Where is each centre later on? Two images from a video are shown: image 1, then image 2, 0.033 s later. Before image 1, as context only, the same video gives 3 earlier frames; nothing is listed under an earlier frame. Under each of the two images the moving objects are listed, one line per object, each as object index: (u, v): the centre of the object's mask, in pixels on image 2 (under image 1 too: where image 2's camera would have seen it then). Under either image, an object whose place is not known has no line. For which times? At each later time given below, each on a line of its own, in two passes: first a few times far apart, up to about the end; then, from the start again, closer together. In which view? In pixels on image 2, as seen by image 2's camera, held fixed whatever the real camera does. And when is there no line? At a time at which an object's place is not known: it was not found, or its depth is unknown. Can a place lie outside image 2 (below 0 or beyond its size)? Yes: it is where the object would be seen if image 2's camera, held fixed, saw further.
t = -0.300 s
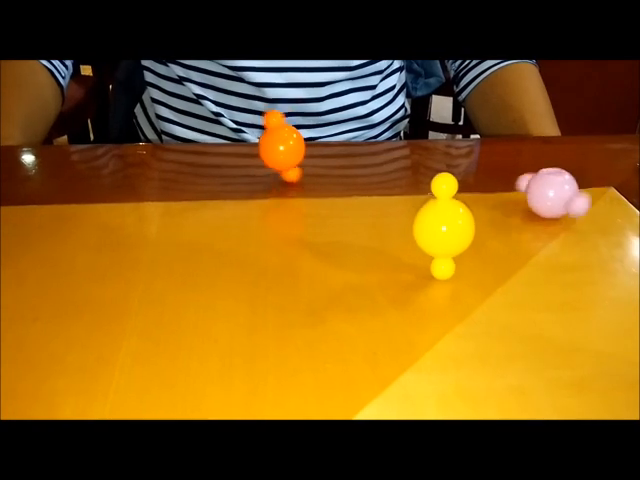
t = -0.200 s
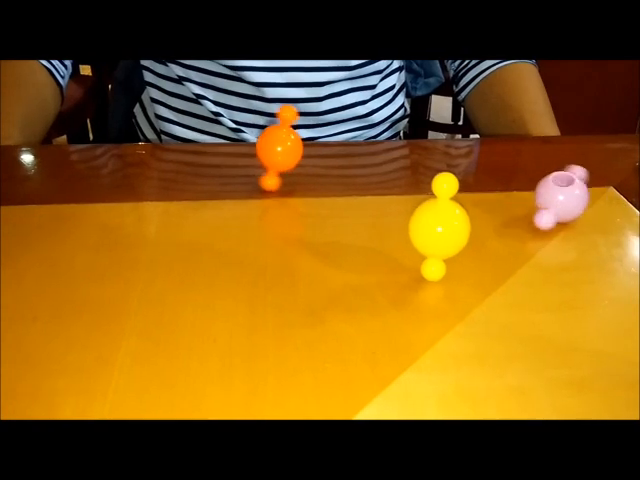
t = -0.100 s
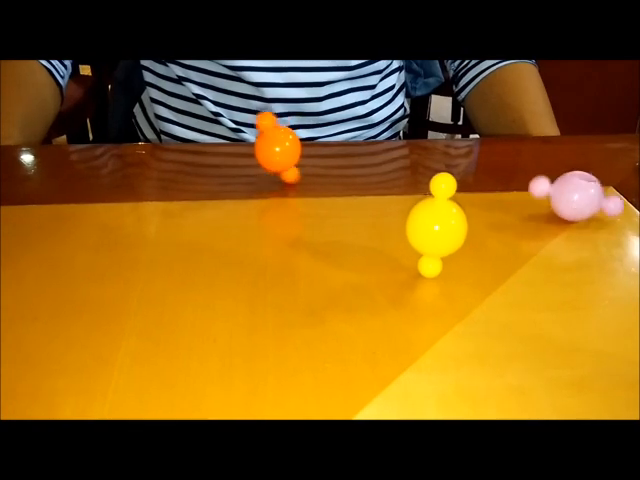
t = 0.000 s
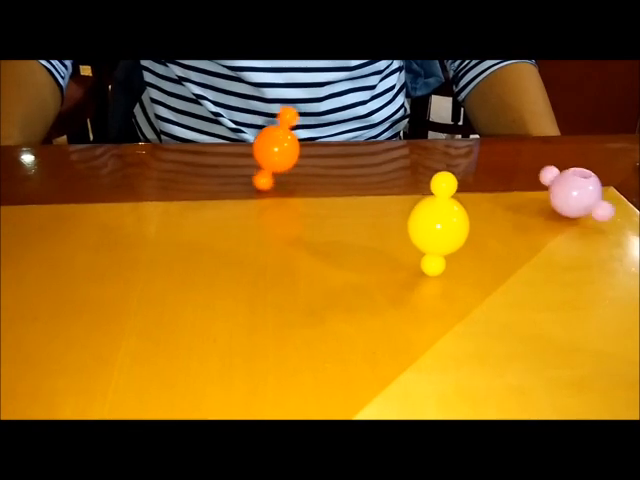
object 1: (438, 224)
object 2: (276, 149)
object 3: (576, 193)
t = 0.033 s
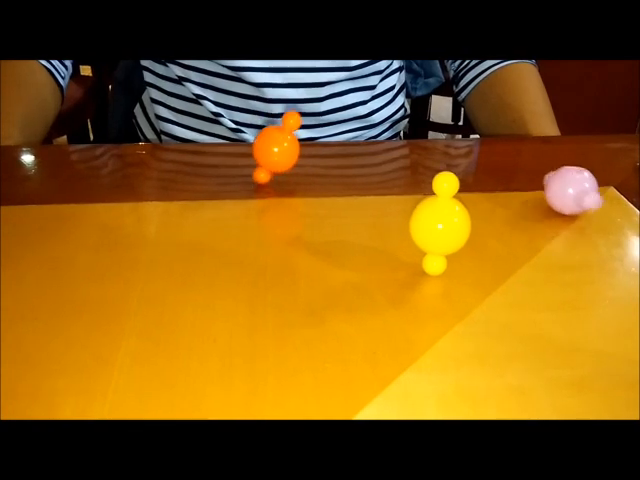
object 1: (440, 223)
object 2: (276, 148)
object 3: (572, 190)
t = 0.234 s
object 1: (447, 227)
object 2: (276, 148)
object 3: (553, 190)
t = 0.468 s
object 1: (443, 225)
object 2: (274, 148)
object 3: (571, 193)
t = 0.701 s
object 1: (451, 227)
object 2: (272, 150)
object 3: (570, 192)
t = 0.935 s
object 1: (447, 226)
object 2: (270, 151)
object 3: (570, 193)
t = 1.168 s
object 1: (454, 228)
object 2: (268, 152)
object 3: (570, 193)
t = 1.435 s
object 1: (452, 226)
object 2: (267, 152)
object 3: (570, 193)
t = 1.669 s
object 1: (459, 228)
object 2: (263, 155)
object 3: (570, 193)
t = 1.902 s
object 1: (456, 226)
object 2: (260, 157)
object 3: (570, 194)
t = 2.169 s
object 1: (465, 226)
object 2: (258, 158)
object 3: (571, 193)
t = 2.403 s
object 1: (459, 224)
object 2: (255, 158)
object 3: (571, 193)
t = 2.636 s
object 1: (469, 223)
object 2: (256, 157)
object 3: (571, 193)
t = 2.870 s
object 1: (467, 224)
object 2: (256, 158)
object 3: (571, 193)
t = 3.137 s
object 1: (477, 222)
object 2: (253, 158)
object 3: (571, 192)
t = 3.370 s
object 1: (479, 224)
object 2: (252, 159)
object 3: (571, 193)
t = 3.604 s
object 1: (476, 224)
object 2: (251, 161)
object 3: (571, 192)
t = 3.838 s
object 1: (483, 225)
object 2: (252, 161)
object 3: (571, 192)
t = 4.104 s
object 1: (485, 228)
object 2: (250, 162)
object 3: (571, 192)
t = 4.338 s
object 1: (488, 234)
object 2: (252, 161)
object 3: (571, 192)
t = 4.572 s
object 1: (494, 239)
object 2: (255, 161)
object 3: (572, 192)
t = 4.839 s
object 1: (493, 243)
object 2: (253, 161)
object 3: (571, 192)
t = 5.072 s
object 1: (494, 245)
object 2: (249, 164)
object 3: (571, 192)
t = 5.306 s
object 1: (495, 246)
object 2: (245, 164)
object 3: (571, 192)
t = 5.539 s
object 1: (496, 248)
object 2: (247, 162)
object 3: (572, 192)
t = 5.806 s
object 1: (496, 248)
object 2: (252, 167)
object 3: (571, 192)
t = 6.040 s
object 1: (499, 249)
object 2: (252, 171)
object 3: (571, 192)
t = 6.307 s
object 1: (501, 250)
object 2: (253, 175)
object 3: (571, 192)
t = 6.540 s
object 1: (502, 252)
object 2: (254, 171)
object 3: (571, 192)
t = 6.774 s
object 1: (508, 250)
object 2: (253, 167)
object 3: (572, 192)
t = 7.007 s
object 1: (515, 247)
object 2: (265, 164)
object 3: (573, 191)
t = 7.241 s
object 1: (525, 245)
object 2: (268, 166)
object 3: (573, 190)
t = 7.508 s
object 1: (525, 246)
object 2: (267, 166)
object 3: (573, 190)
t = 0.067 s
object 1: (442, 223)
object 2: (276, 148)
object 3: (568, 188)
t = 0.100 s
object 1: (443, 224)
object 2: (275, 148)
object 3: (565, 187)
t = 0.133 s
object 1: (445, 224)
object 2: (275, 149)
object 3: (560, 188)
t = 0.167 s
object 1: (446, 225)
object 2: (275, 149)
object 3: (555, 190)
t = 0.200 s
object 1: (447, 226)
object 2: (276, 148)
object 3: (553, 189)
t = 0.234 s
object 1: (447, 227)
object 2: (276, 148)
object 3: (553, 190)
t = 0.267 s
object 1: (446, 227)
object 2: (275, 148)
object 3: (554, 192)
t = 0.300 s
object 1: (445, 227)
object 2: (275, 149)
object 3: (558, 195)
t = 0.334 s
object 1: (444, 227)
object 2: (275, 150)
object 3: (562, 196)
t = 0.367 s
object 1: (443, 227)
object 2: (274, 150)
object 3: (566, 197)
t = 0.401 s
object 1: (443, 227)
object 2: (275, 149)
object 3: (569, 197)
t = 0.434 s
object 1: (442, 226)
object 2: (275, 148)
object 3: (571, 195)
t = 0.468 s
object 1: (443, 225)
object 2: (274, 148)
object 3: (571, 193)
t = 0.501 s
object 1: (443, 225)
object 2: (274, 149)
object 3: (570, 193)
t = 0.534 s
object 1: (445, 225)
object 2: (274, 150)
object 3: (568, 193)
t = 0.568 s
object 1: (447, 225)
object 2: (273, 150)
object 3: (569, 192)
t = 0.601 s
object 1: (448, 225)
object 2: (274, 149)
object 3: (569, 192)
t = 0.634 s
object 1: (450, 225)
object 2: (274, 148)
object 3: (569, 192)
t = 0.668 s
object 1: (451, 226)
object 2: (273, 149)
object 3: (569, 192)
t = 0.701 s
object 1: (451, 227)
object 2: (272, 150)
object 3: (570, 192)
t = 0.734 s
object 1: (451, 228)
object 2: (272, 151)
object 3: (570, 193)
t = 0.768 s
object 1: (450, 228)
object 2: (271, 151)
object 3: (570, 193)
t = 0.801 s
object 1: (449, 228)
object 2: (272, 150)
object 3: (570, 193)
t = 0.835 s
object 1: (448, 228)
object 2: (272, 149)
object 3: (570, 193)
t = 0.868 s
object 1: (447, 227)
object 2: (271, 150)
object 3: (570, 193)
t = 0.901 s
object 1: (447, 227)
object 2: (270, 150)
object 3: (570, 193)
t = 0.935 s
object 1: (447, 226)
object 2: (270, 151)
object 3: (570, 193)
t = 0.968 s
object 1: (448, 226)
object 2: (269, 151)
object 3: (570, 193)
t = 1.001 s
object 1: (449, 226)
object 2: (270, 150)
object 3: (570, 193)
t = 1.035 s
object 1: (451, 226)
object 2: (270, 150)
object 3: (570, 193)
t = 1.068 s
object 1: (452, 226)
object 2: (269, 151)
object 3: (570, 193)
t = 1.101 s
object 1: (454, 227)
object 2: (269, 151)
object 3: (570, 193)
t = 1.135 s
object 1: (454, 227)
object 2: (268, 153)
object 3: (570, 193)
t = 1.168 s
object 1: (454, 228)
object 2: (268, 152)
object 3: (570, 193)
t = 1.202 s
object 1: (454, 229)
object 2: (269, 151)
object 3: (570, 193)
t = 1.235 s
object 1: (453, 229)
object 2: (268, 151)
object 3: (570, 193)
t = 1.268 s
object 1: (452, 229)
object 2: (268, 152)
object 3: (570, 193)
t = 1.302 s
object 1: (451, 229)
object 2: (268, 153)
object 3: (570, 193)
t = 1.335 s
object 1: (450, 228)
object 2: (267, 154)
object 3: (570, 193)
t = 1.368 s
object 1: (450, 227)
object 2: (266, 153)
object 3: (570, 193)
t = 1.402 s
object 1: (451, 226)
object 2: (267, 152)
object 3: (570, 193)
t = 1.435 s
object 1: (452, 226)
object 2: (267, 152)
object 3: (570, 193)
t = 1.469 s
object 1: (454, 226)
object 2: (266, 153)
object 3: (570, 193)
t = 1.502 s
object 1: (455, 226)
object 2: (265, 154)
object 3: (570, 193)
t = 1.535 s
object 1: (457, 226)
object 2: (264, 156)
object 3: (570, 193)
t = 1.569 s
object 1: (458, 227)
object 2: (265, 154)
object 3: (570, 193)
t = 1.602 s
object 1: (459, 227)
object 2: (265, 154)
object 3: (570, 193)
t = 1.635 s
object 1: (459, 228)
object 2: (264, 154)
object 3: (570, 193)
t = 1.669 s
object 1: (459, 228)
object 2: (263, 155)
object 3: (570, 193)
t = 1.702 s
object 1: (458, 228)
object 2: (263, 156)
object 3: (570, 193)
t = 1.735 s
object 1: (457, 228)
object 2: (262, 157)
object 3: (570, 193)
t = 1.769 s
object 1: (456, 228)
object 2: (262, 156)
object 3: (570, 194)
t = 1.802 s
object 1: (455, 227)
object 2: (263, 155)
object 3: (570, 193)
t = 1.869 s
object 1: (455, 226)
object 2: (261, 156)
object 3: (570, 194)
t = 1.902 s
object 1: (456, 226)
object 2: (260, 157)
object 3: (570, 194)
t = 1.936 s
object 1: (457, 225)
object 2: (261, 159)
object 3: (571, 194)
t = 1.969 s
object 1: (459, 225)
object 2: (259, 159)
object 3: (571, 194)
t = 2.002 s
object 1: (461, 224)
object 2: (259, 157)
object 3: (571, 193)
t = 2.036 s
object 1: (463, 224)
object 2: (259, 156)
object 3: (571, 193)
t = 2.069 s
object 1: (464, 224)
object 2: (258, 156)
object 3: (571, 193)
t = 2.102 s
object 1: (465, 225)
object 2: (258, 156)
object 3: (571, 193)
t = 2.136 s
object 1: (465, 225)
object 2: (259, 157)
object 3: (571, 193)
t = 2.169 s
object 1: (465, 226)
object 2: (258, 158)
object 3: (571, 193)
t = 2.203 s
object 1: (465, 226)
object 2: (258, 157)
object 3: (571, 193)
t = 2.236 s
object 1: (464, 227)
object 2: (259, 156)
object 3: (571, 193)
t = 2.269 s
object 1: (462, 227)
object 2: (258, 158)
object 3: (571, 193)
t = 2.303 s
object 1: (461, 227)
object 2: (257, 159)
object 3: (571, 193)
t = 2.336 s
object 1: (459, 226)
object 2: (257, 160)
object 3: (570, 193)
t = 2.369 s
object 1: (459, 225)
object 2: (255, 160)
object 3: (571, 193)
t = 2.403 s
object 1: (459, 224)
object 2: (255, 158)
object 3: (571, 193)
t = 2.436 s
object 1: (461, 223)
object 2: (256, 157)
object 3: (571, 193)
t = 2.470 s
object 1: (462, 223)
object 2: (254, 157)
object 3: (571, 193)
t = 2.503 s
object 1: (464, 222)
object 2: (254, 156)
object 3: (571, 193)
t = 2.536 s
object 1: (466, 222)
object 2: (255, 156)
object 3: (571, 193)
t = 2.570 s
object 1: (468, 222)
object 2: (255, 158)
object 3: (571, 193)
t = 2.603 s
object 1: (469, 223)
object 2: (255, 156)
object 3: (571, 193)
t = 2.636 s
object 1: (469, 223)
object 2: (256, 157)
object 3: (571, 193)
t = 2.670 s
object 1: (470, 223)
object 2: (256, 158)
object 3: (571, 193)
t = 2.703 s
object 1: (470, 224)
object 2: (256, 158)
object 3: (571, 193)
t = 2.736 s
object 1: (470, 224)
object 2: (256, 159)
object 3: (571, 193)
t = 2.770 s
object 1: (470, 224)
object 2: (256, 161)
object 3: (571, 193)
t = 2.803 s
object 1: (469, 224)
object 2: (255, 159)
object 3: (571, 193)
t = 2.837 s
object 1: (468, 225)
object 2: (256, 158)
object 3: (571, 193)
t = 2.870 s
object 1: (467, 224)
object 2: (256, 158)
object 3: (571, 193)
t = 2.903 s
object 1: (467, 223)
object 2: (255, 158)
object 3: (571, 192)
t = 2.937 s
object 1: (467, 222)
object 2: (255, 159)
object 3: (571, 192)
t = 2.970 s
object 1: (467, 221)
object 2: (255, 160)
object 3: (571, 192)
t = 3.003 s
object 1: (469, 221)
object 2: (253, 159)
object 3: (571, 192)
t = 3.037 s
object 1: (471, 220)
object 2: (254, 158)
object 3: (571, 192)
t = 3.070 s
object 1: (473, 221)
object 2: (255, 158)
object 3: (571, 192)
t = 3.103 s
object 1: (476, 221)
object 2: (253, 158)
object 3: (571, 192)
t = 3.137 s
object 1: (477, 222)
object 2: (253, 158)
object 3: (571, 192)
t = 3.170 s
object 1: (478, 223)
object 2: (254, 160)
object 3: (571, 192)
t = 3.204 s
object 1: (478, 223)
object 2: (252, 160)
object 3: (571, 192)
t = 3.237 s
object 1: (478, 223)
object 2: (253, 159)
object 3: (571, 192)
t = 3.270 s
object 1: (478, 223)
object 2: (253, 158)
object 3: (571, 192)
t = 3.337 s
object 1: (479, 224)
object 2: (253, 159)
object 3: (571, 192)
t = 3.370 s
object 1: (479, 224)
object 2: (252, 159)
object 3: (571, 193)
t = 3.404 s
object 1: (479, 225)
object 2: (253, 160)
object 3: (571, 193)
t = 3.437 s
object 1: (478, 226)
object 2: (251, 161)
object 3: (571, 193)
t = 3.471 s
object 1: (478, 227)
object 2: (252, 159)
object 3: (571, 192)
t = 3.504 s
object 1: (476, 226)
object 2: (252, 159)
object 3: (571, 192)
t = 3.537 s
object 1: (475, 225)
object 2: (252, 160)
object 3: (571, 192)
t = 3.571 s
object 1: (475, 224)
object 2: (251, 160)
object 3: (571, 192)
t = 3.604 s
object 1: (476, 224)
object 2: (251, 161)
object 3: (571, 192)
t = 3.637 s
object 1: (478, 223)
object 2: (251, 162)
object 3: (571, 192)
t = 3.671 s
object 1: (481, 224)
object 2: (250, 161)
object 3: (571, 192)
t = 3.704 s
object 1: (482, 225)
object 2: (250, 160)
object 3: (571, 192)
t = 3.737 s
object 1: (482, 226)
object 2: (251, 160)
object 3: (571, 192)
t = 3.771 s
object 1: (482, 226)
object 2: (250, 160)
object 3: (571, 192)
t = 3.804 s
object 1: (482, 225)
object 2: (251, 160)
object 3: (571, 192)
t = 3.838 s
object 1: (483, 225)
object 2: (252, 161)
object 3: (571, 192)
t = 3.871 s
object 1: (484, 225)
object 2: (251, 161)
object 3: (571, 192)
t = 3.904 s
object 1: (486, 226)
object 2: (252, 160)
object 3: (571, 192)
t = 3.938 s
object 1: (488, 227)
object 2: (252, 160)
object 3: (571, 192)
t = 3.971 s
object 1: (488, 229)
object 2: (251, 162)
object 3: (571, 192)
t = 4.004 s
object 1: (488, 231)
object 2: (251, 162)
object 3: (571, 192)
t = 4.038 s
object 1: (485, 231)
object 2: (251, 164)
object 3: (571, 192)
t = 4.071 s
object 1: (484, 229)
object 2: (250, 165)
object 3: (571, 192)
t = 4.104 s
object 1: (485, 228)
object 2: (250, 162)
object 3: (571, 192)
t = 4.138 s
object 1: (487, 229)
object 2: (250, 162)
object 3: (571, 192)
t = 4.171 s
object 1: (489, 230)
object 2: (250, 161)
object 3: (571, 192)
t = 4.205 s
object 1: (490, 232)
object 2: (250, 160)
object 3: (571, 192)
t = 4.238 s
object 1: (490, 235)
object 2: (251, 160)
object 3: (571, 192)
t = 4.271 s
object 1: (487, 236)
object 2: (252, 161)
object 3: (571, 192)
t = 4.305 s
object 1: (486, 235)
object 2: (251, 161)
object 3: (571, 192)
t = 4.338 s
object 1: (488, 234)
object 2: (252, 161)
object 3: (571, 192)
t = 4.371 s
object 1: (489, 235)
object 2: (254, 161)
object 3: (571, 192)
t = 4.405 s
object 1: (490, 237)
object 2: (252, 161)
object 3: (571, 192)
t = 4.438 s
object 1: (493, 239)
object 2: (253, 161)
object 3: (571, 192)
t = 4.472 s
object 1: (493, 241)
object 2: (254, 161)
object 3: (571, 192)
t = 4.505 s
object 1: (491, 241)
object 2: (253, 163)
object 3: (571, 192)
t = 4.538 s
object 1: (492, 240)
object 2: (254, 162)
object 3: (571, 192)
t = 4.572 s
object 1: (494, 239)
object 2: (255, 161)
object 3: (572, 192)
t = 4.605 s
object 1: (492, 241)
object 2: (254, 161)
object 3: (572, 192)
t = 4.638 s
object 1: (492, 242)
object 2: (253, 160)
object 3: (572, 192)
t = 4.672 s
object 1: (493, 244)
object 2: (254, 162)
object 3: (572, 192)
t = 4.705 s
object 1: (491, 244)
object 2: (253, 162)
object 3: (572, 192)
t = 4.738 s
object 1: (491, 243)
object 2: (251, 162)
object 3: (572, 192)
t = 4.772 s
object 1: (493, 242)
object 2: (252, 162)
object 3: (572, 192)
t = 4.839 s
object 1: (493, 243)
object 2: (253, 161)
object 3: (571, 192)
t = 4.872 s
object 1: (492, 243)
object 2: (252, 163)
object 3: (571, 192)
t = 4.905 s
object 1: (493, 244)
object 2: (251, 163)
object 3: (571, 192)
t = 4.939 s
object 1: (492, 245)
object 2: (252, 164)
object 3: (571, 192)
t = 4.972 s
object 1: (492, 243)
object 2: (252, 165)
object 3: (571, 192)
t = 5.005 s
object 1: (495, 243)
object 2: (250, 166)
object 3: (571, 192)
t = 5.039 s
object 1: (496, 244)
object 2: (249, 165)
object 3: (571, 192)
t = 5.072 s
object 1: (494, 245)
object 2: (249, 164)
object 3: (571, 192)
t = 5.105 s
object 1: (494, 245)
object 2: (249, 164)
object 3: (571, 192)
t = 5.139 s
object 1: (495, 247)
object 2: (247, 164)
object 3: (571, 192)
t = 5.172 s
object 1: (493, 246)
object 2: (247, 163)
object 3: (571, 192)
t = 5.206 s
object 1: (496, 245)
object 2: (247, 163)
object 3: (571, 192)
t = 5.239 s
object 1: (497, 245)
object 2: (248, 164)
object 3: (571, 192)
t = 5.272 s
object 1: (495, 246)
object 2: (248, 166)
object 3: (571, 192)
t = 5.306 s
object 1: (495, 246)
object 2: (245, 164)
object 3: (571, 192)
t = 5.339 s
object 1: (495, 247)
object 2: (244, 165)
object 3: (571, 192)
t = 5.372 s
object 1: (494, 247)
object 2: (243, 163)
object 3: (571, 192)
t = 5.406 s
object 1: (496, 245)
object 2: (242, 164)
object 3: (571, 192)
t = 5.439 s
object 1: (498, 246)
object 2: (241, 162)
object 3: (572, 192)
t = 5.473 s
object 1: (496, 246)
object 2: (242, 161)
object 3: (571, 192)
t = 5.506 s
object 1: (495, 247)
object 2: (244, 161)
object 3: (571, 192)
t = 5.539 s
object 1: (496, 248)
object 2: (247, 162)
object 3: (572, 192)
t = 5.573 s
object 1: (495, 248)
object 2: (247, 164)
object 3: (571, 192)
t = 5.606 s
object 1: (496, 246)
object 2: (245, 164)
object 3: (571, 192)
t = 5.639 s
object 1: (498, 246)
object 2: (245, 164)
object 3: (571, 192)
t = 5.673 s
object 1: (497, 247)
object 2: (247, 163)
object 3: (571, 192)
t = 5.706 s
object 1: (496, 248)
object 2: (248, 164)
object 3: (571, 192)
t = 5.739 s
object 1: (497, 249)
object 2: (248, 165)
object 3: (571, 192)
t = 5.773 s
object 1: (496, 249)
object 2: (251, 166)
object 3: (571, 192)
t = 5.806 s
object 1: (496, 248)
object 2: (252, 167)
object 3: (571, 192)
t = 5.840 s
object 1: (499, 247)
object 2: (251, 169)
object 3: (571, 192)
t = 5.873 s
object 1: (499, 248)
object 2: (249, 170)
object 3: (571, 192)
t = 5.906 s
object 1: (497, 249)
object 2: (250, 169)
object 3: (571, 192)
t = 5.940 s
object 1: (498, 249)
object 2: (252, 169)
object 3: (571, 192)
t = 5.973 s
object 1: (498, 251)
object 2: (252, 170)
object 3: (571, 192)
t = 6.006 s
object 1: (496, 250)
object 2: (251, 171)
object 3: (571, 192)
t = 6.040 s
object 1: (499, 249)
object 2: (252, 171)
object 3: (571, 192)
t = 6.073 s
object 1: (500, 249)
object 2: (253, 172)
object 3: (571, 192)
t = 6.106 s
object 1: (498, 250)
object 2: (253, 175)
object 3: (571, 192)
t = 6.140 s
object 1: (498, 250)
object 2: (249, 176)
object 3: (571, 192)
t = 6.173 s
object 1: (499, 251)
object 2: (249, 176)
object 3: (571, 192)
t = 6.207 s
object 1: (497, 252)
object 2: (250, 175)
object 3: (571, 192)
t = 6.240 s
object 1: (499, 250)
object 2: (252, 175)
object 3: (571, 192)
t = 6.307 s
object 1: (501, 250)
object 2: (253, 175)
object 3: (571, 192)
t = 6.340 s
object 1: (499, 250)
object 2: (254, 175)
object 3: (571, 192)
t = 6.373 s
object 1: (499, 251)
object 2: (255, 175)
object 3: (571, 192)
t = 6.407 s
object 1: (500, 252)
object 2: (256, 176)
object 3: (571, 192)
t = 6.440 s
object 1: (499, 253)
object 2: (255, 176)
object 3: (571, 192)
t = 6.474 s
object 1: (499, 251)
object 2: (253, 174)
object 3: (571, 192)
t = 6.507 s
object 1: (502, 251)
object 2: (253, 173)
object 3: (571, 192)
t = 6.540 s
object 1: (502, 252)
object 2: (254, 171)
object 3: (571, 192)
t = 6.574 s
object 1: (500, 252)
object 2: (255, 170)
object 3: (571, 192)
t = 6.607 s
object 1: (502, 250)
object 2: (255, 169)
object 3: (571, 192)
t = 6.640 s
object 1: (504, 251)
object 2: (255, 169)
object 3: (571, 192)
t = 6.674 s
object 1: (503, 251)
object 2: (256, 168)
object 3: (571, 192)
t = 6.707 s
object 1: (506, 250)
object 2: (256, 168)
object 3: (571, 192)
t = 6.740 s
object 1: (509, 251)
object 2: (255, 168)
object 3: (572, 192)
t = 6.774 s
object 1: (508, 250)
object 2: (253, 167)
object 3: (572, 192)
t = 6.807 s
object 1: (509, 250)
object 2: (252, 166)
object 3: (572, 192)
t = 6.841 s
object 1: (512, 249)
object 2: (253, 165)
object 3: (572, 192)
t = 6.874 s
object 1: (513, 250)
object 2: (255, 164)
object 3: (571, 192)
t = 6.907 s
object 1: (513, 251)
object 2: (258, 164)
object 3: (572, 192)
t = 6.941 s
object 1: (514, 247)
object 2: (261, 163)
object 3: (572, 191)
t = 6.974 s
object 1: (516, 244)
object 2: (263, 163)
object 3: (572, 191)
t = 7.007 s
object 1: (515, 247)
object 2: (265, 164)
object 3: (573, 191)
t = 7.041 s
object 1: (515, 247)
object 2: (265, 164)
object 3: (573, 191)
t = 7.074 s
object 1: (519, 246)
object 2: (266, 164)
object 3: (573, 191)
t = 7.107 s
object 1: (522, 246)
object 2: (266, 163)
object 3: (573, 191)
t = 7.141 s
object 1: (521, 249)
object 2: (269, 163)
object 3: (573, 190)
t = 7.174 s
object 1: (522, 246)
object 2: (270, 164)
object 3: (574, 190)
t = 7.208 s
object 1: (523, 246)
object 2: (270, 165)
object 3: (573, 190)
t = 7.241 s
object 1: (525, 245)
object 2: (268, 166)
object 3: (573, 190)
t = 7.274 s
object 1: (524, 245)
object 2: (267, 165)
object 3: (573, 190)
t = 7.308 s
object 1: (524, 246)
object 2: (269, 164)
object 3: (573, 190)
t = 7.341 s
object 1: (527, 246)
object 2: (270, 165)
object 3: (573, 190)
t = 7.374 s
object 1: (529, 247)
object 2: (270, 166)
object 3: (573, 190)
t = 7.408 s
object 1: (530, 249)
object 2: (267, 167)
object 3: (573, 190)
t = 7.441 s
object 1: (528, 249)
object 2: (265, 167)
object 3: (573, 190)
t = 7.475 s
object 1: (526, 247)
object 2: (265, 166)
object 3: (574, 189)
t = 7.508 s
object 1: (525, 246)
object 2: (267, 166)
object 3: (573, 190)
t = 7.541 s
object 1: (523, 244)
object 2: (268, 167)
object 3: (573, 190)
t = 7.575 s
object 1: (521, 243)
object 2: (265, 169)
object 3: (573, 190)
